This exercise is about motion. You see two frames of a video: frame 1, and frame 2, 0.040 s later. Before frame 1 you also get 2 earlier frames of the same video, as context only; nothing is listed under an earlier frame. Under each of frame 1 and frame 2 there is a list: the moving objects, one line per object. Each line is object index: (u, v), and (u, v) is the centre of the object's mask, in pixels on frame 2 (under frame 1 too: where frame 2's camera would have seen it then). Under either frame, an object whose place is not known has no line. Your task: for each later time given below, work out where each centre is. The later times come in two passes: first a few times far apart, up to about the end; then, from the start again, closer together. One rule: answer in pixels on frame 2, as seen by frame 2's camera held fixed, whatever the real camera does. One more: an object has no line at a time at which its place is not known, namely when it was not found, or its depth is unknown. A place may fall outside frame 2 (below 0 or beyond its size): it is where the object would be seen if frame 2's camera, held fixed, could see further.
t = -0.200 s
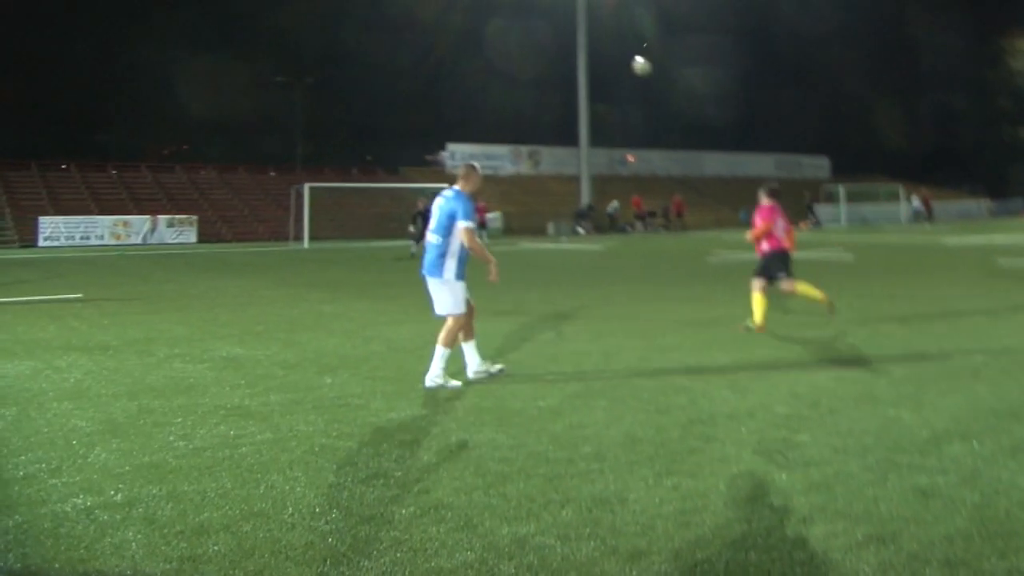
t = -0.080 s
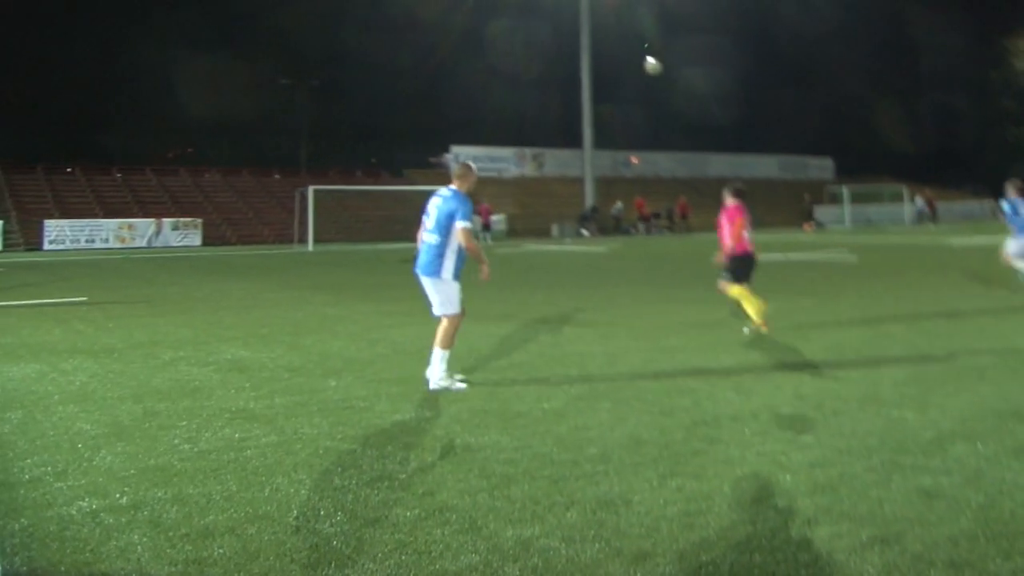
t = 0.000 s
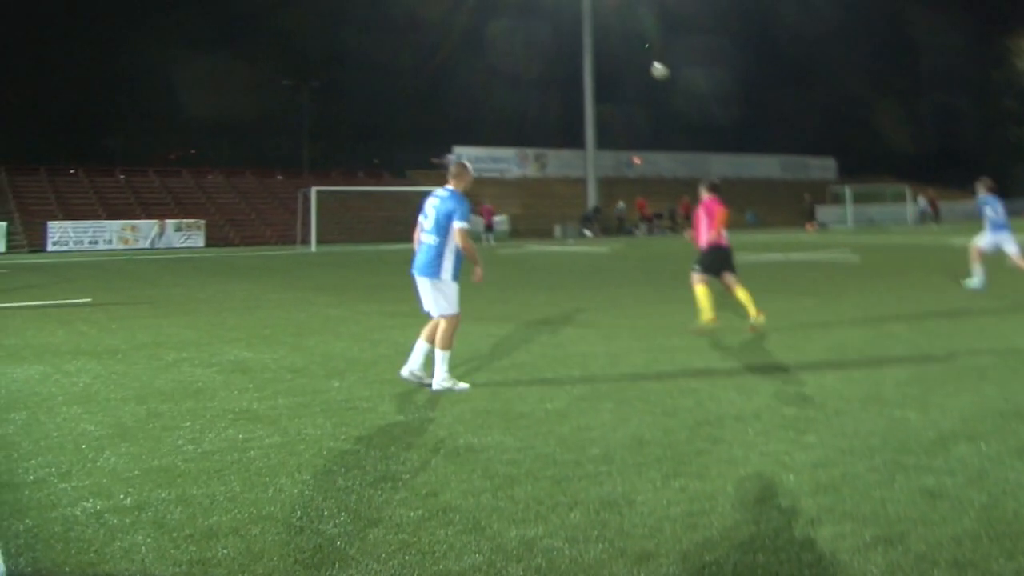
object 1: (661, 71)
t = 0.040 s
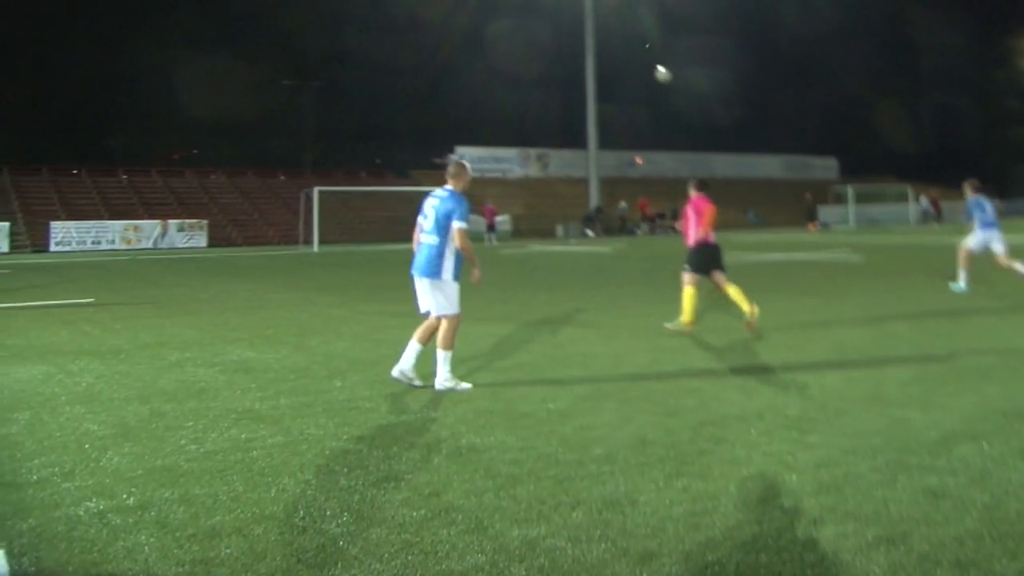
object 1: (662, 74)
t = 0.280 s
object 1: (677, 114)
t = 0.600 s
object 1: (687, 200)
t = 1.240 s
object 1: (662, 204)
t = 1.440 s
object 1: (653, 206)
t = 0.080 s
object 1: (665, 78)
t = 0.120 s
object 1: (669, 82)
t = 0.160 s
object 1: (671, 88)
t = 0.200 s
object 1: (674, 95)
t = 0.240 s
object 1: (676, 104)
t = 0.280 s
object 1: (677, 114)
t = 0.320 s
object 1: (679, 122)
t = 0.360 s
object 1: (680, 132)
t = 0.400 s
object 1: (681, 141)
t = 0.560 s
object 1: (687, 187)
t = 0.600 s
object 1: (687, 200)
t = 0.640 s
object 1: (687, 213)
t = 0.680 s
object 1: (687, 226)
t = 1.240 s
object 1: (662, 204)
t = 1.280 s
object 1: (659, 204)
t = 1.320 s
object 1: (657, 204)
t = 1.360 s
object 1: (656, 204)
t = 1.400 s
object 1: (654, 204)
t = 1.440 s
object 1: (653, 206)
